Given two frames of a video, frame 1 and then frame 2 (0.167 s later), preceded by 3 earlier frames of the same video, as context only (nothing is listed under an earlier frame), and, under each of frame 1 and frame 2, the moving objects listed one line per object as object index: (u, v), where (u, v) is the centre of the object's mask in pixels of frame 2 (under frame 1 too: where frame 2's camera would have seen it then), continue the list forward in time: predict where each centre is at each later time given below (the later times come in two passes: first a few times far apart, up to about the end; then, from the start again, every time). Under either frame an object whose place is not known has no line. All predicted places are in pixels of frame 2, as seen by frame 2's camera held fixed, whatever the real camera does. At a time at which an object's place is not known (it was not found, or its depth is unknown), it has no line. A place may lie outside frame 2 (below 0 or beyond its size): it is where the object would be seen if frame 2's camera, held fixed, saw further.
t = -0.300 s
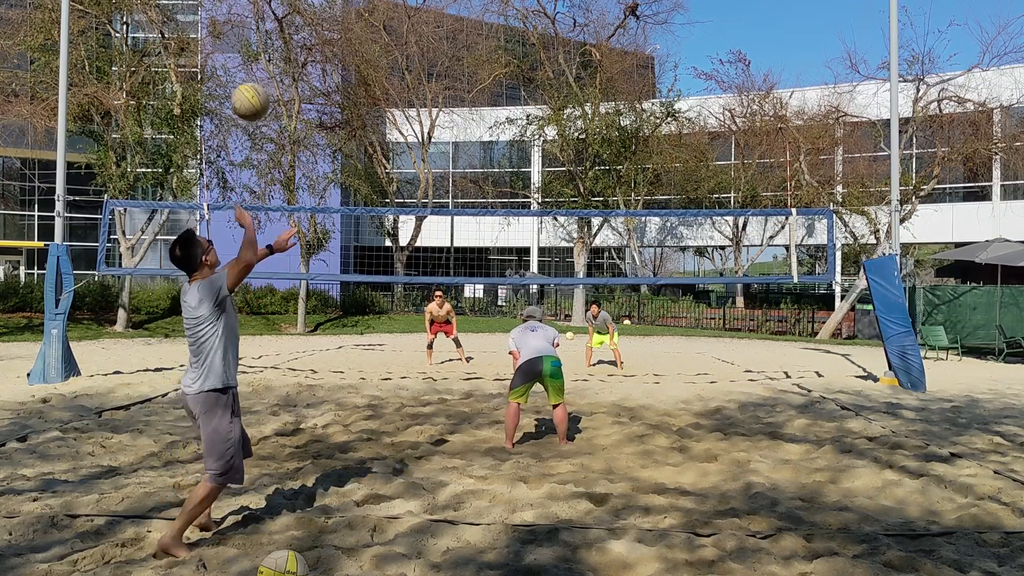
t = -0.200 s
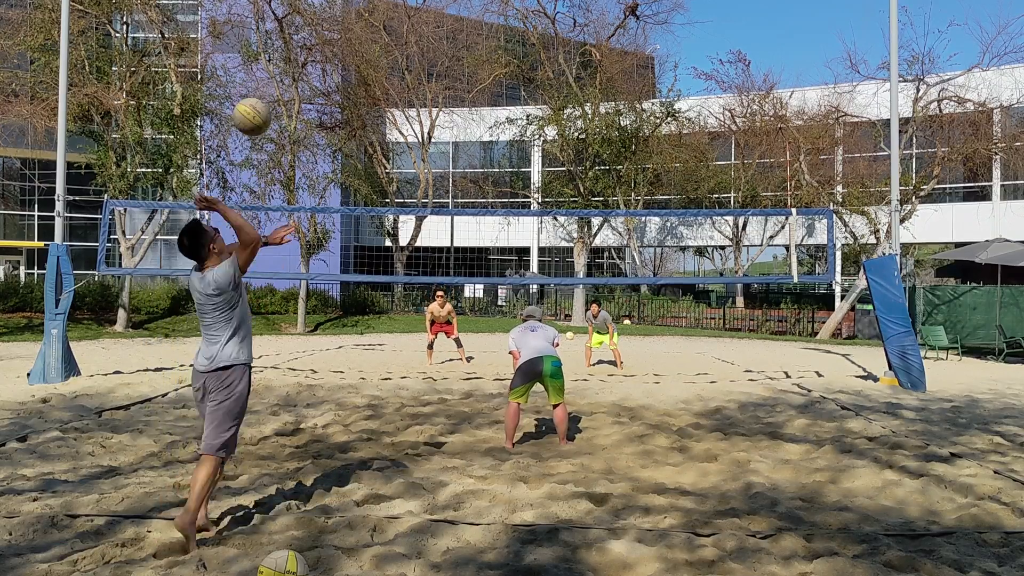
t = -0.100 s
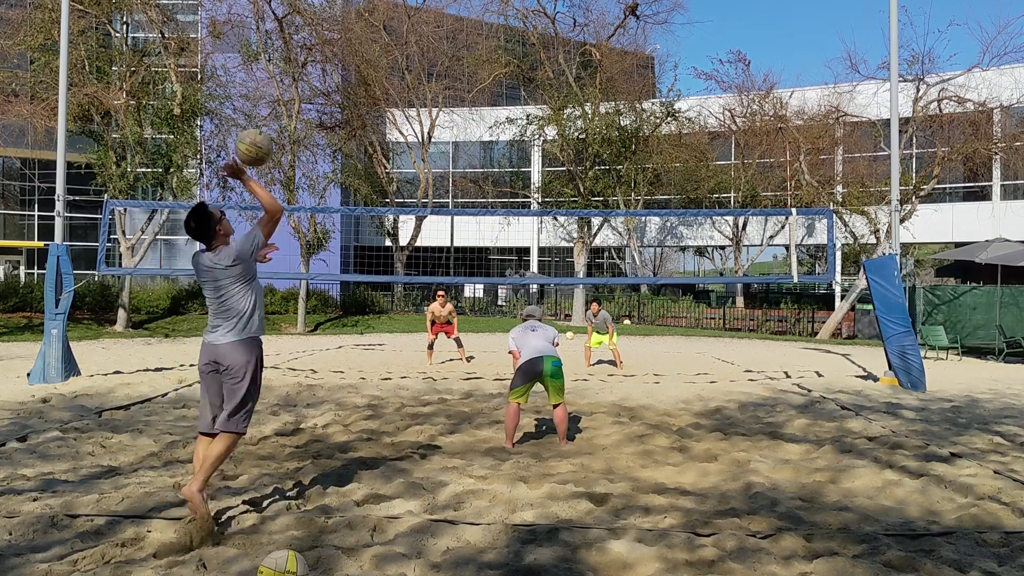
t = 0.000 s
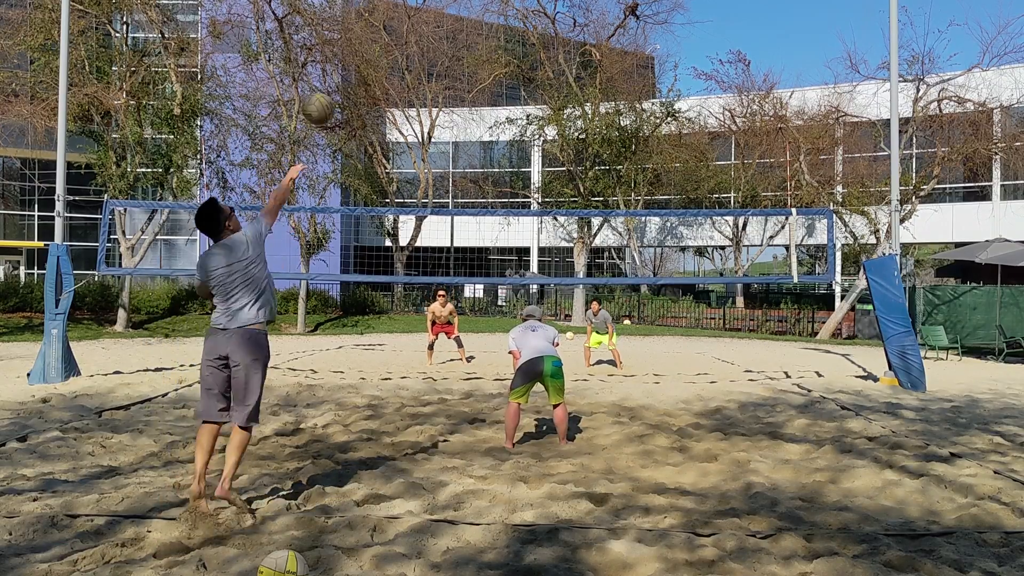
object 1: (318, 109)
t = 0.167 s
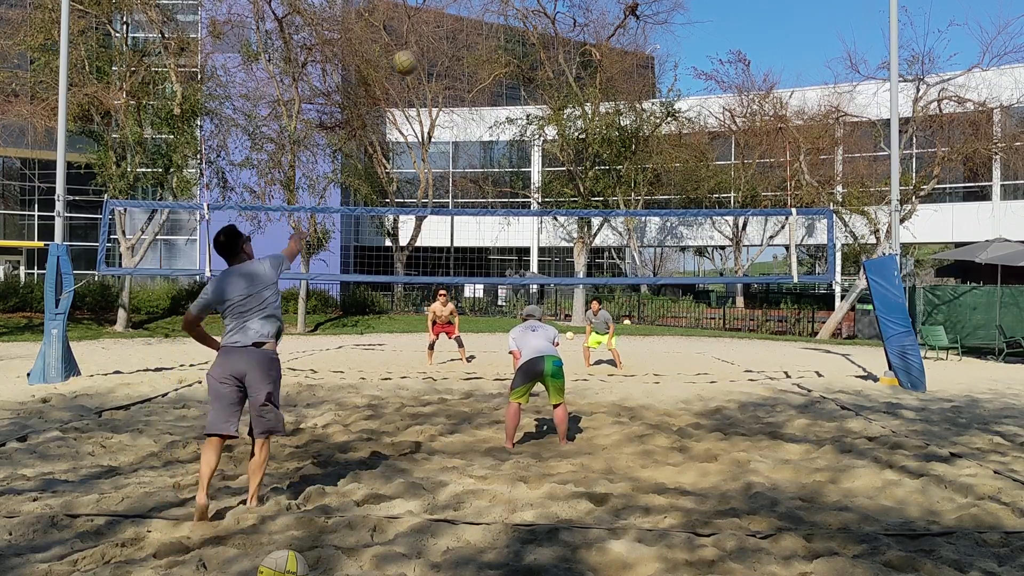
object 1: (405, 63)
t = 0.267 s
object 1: (441, 55)
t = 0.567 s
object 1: (519, 88)
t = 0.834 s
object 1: (561, 155)
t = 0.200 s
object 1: (417, 59)
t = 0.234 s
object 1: (430, 56)
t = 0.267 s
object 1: (441, 55)
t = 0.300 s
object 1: (452, 55)
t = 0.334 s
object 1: (462, 56)
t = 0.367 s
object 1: (471, 57)
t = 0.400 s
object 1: (480, 61)
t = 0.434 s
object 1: (489, 65)
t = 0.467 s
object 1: (496, 69)
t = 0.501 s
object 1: (504, 75)
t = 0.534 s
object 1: (512, 81)
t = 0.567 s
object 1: (519, 88)
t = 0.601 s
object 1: (525, 95)
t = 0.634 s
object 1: (530, 102)
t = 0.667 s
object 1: (536, 110)
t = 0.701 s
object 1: (541, 119)
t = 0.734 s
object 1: (547, 127)
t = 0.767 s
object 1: (552, 135)
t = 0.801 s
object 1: (556, 144)
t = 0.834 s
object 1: (561, 155)
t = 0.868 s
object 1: (565, 165)
